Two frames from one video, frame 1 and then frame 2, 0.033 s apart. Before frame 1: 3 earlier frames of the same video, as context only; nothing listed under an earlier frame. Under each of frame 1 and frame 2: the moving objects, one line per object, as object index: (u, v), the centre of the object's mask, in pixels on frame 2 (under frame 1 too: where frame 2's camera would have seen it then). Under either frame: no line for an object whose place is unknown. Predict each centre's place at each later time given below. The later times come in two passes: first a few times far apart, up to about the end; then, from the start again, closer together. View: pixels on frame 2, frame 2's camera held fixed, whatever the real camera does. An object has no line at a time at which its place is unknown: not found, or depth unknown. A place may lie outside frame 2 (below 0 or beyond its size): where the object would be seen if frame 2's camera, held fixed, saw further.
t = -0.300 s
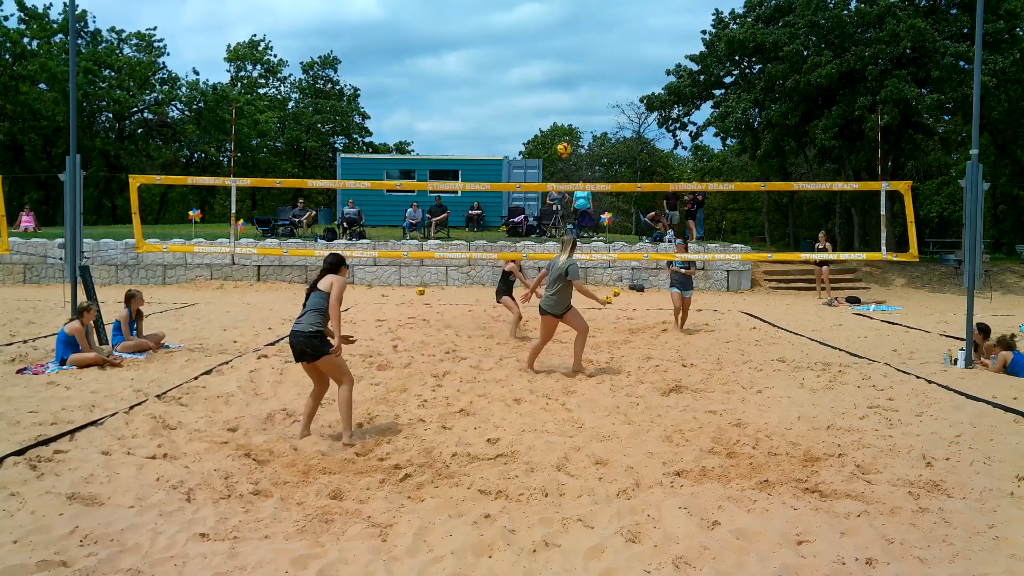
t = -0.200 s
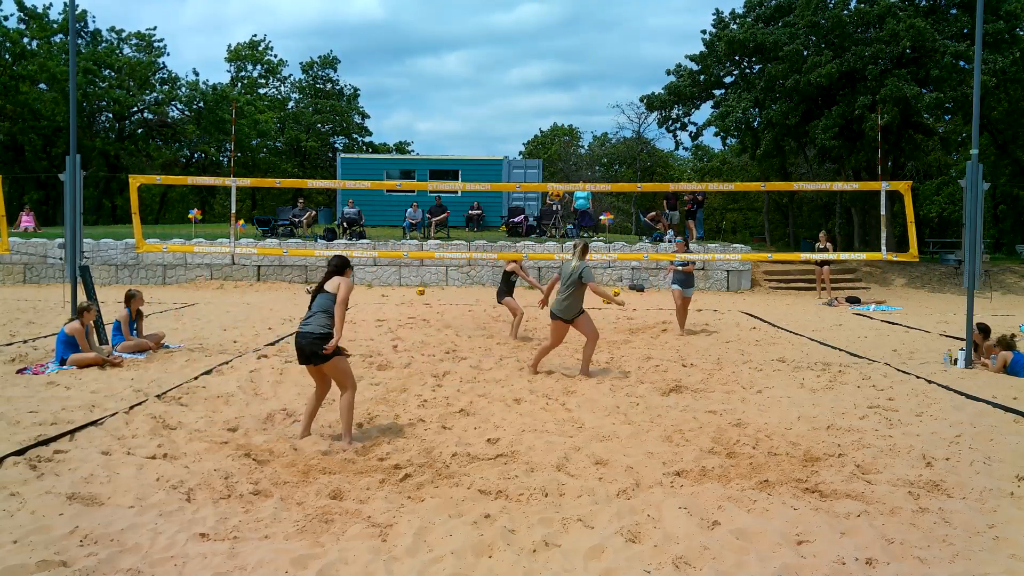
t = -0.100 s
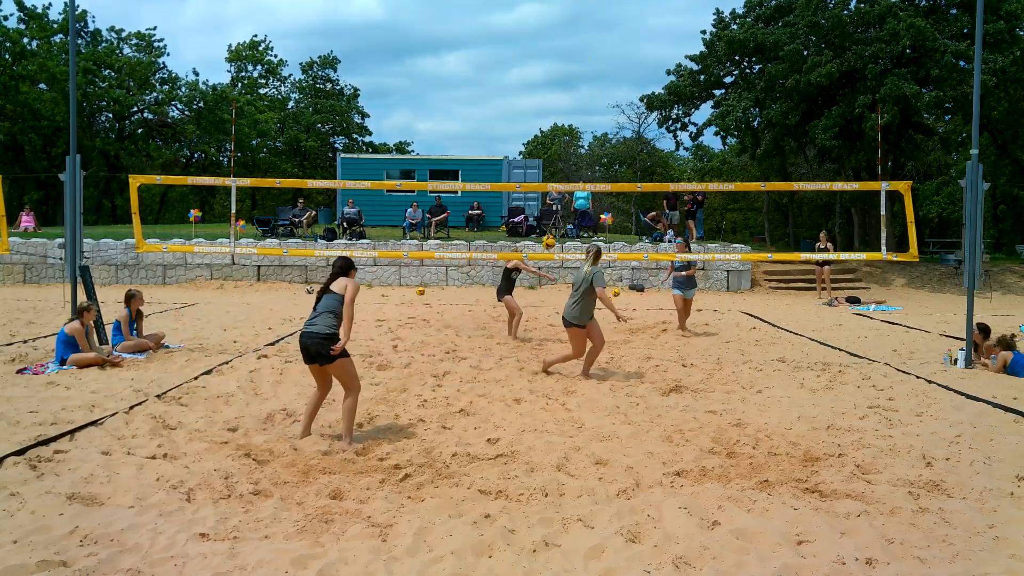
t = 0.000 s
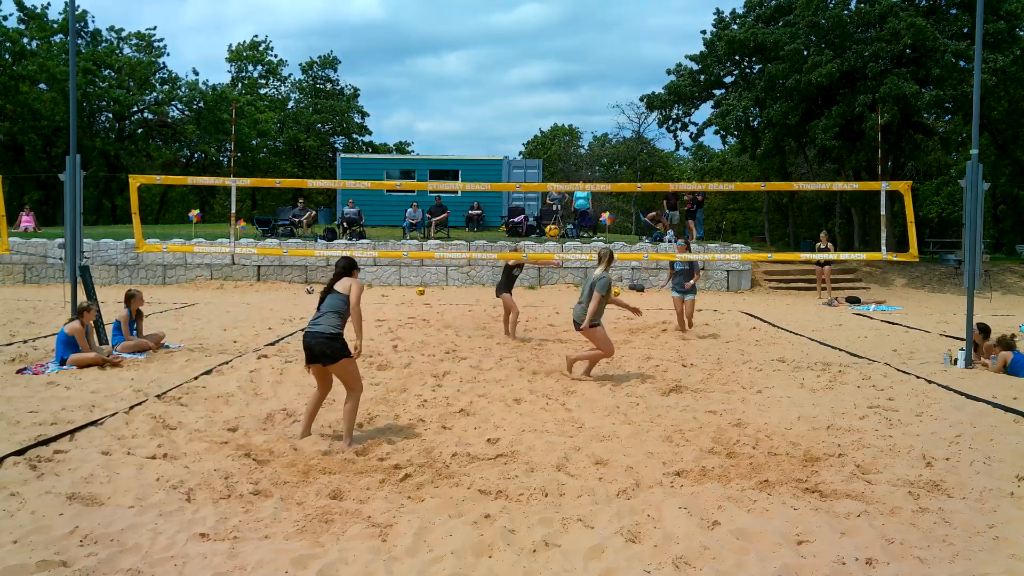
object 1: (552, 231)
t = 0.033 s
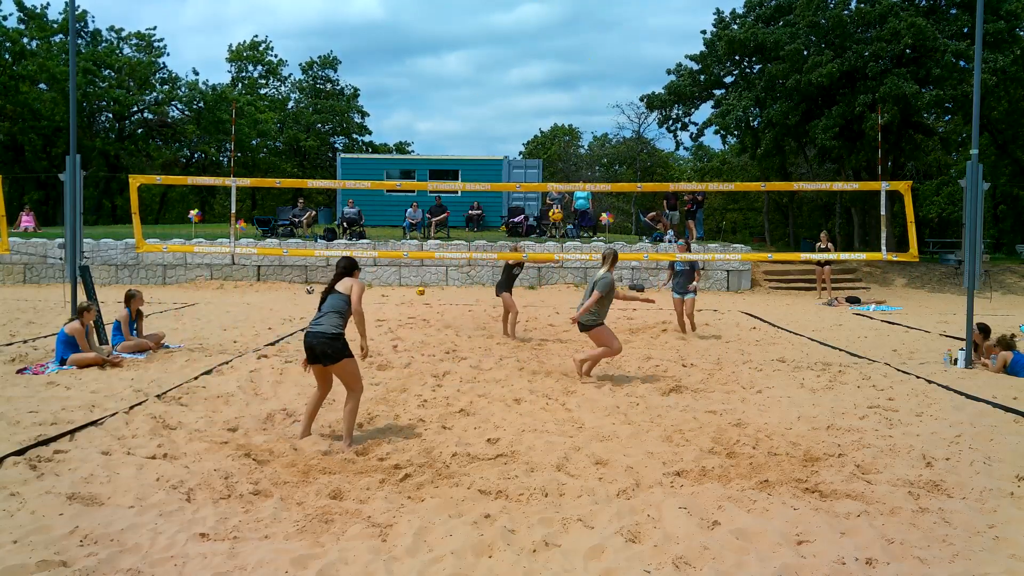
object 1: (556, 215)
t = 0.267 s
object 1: (582, 119)
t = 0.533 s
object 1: (614, 49)
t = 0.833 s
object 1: (652, 26)
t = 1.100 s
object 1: (687, 58)
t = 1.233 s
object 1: (705, 93)
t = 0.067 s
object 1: (559, 200)
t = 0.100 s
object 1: (563, 181)
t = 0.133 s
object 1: (567, 170)
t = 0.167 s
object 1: (571, 157)
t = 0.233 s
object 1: (578, 131)
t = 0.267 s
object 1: (582, 119)
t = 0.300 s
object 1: (586, 108)
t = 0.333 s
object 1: (590, 98)
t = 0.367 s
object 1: (594, 88)
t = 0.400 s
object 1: (598, 78)
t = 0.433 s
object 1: (602, 70)
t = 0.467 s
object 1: (606, 62)
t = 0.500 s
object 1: (610, 55)
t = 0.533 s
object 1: (614, 49)
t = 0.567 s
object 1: (619, 44)
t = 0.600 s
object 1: (623, 39)
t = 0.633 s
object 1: (627, 35)
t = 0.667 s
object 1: (631, 32)
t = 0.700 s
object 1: (635, 29)
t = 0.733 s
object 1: (640, 27)
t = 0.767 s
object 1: (644, 26)
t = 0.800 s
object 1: (648, 25)
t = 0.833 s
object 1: (652, 26)
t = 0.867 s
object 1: (657, 27)
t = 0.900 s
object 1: (661, 29)
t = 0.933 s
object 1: (665, 32)
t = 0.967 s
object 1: (670, 35)
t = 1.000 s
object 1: (674, 40)
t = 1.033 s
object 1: (678, 45)
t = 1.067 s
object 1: (683, 51)
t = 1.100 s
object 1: (687, 58)
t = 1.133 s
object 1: (692, 65)
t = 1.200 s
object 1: (700, 83)
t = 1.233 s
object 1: (705, 93)
